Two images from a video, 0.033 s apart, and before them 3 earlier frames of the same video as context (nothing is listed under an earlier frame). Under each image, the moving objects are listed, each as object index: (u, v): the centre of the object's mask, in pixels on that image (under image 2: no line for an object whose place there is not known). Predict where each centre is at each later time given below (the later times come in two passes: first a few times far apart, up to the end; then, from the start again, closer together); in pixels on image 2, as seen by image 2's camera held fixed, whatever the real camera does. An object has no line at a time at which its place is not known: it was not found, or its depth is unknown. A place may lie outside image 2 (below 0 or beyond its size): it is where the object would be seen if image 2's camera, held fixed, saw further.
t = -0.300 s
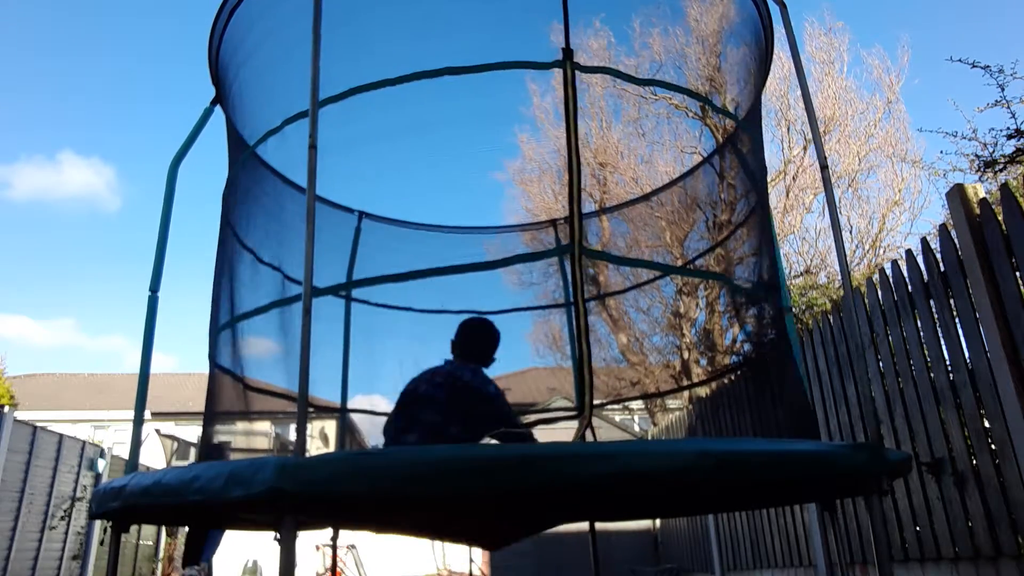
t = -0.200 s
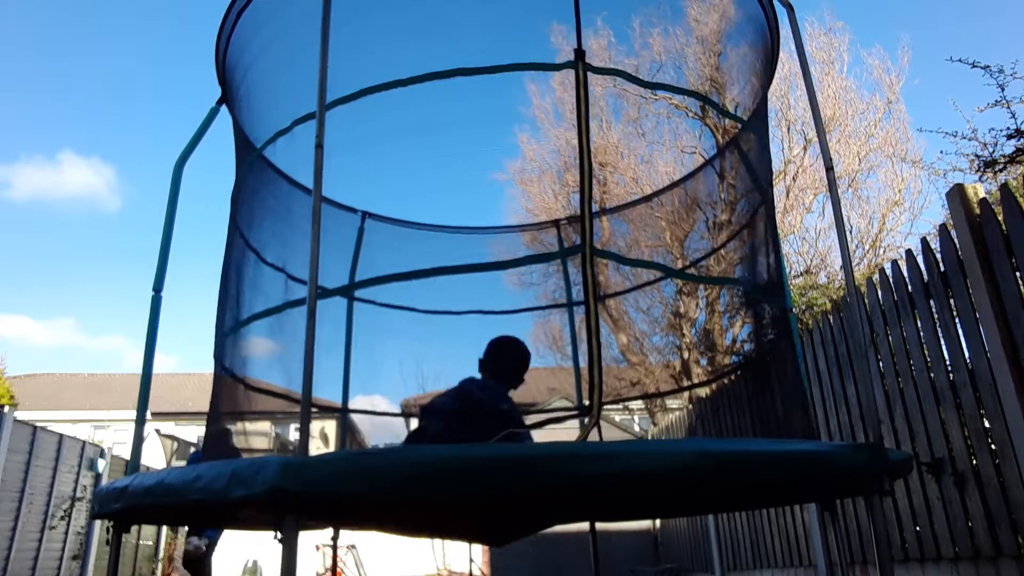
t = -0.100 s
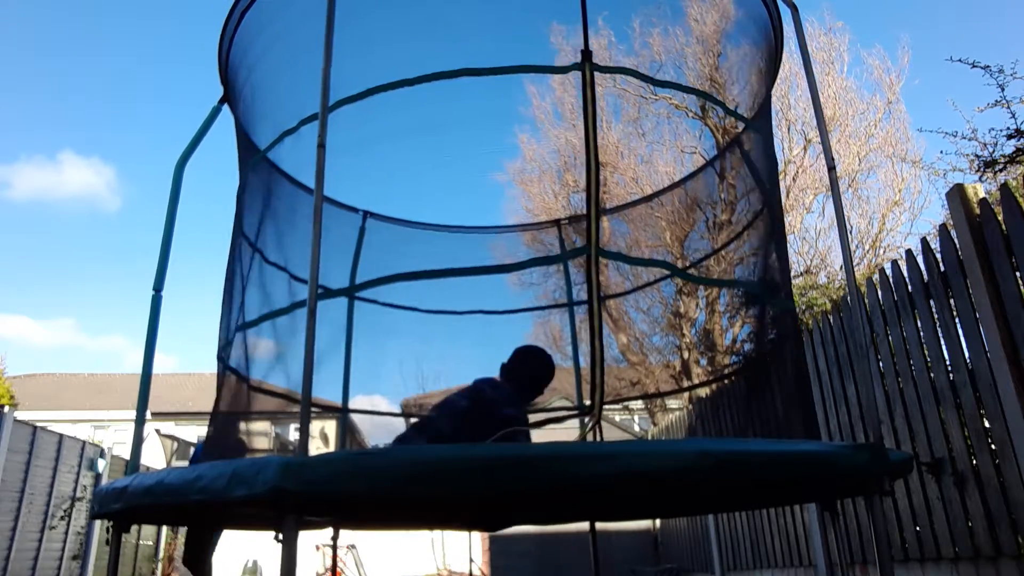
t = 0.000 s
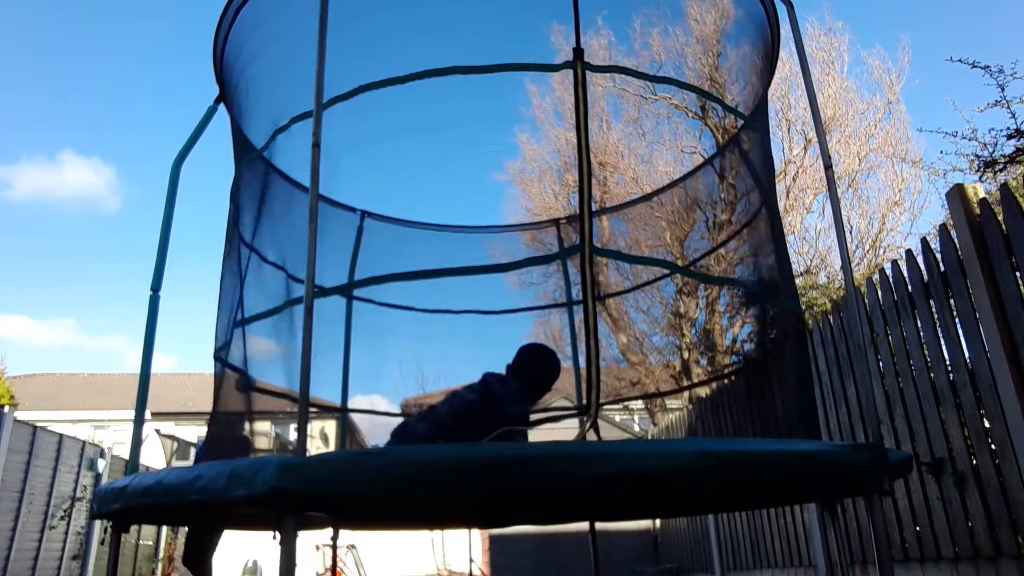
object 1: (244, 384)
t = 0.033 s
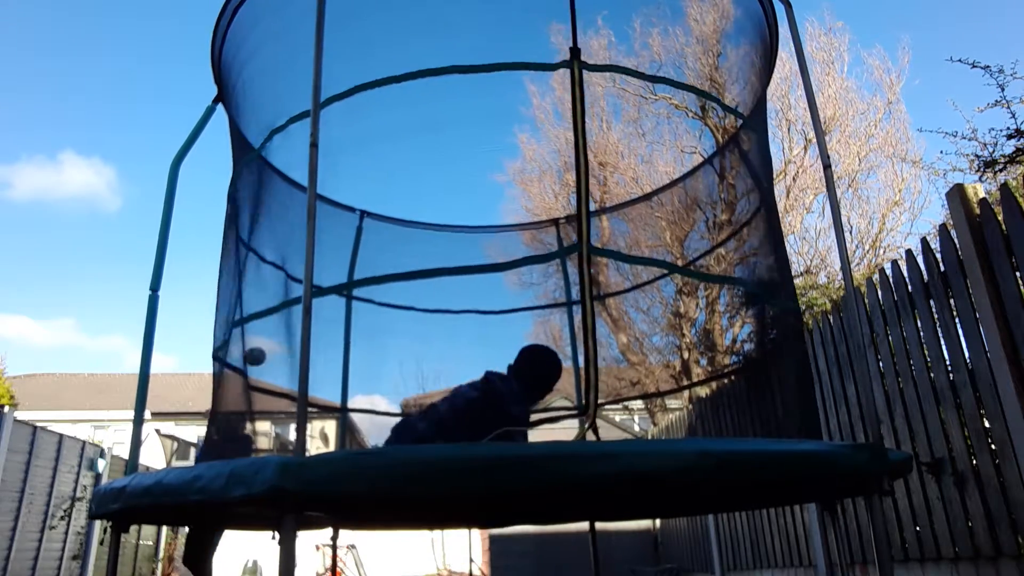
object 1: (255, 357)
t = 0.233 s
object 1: (322, 215)
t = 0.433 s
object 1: (388, 108)
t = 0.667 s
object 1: (492, 26)
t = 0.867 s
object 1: (621, 12)
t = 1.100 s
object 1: (729, 133)
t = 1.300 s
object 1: (702, 398)
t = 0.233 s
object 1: (322, 215)
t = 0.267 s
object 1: (330, 194)
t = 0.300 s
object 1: (341, 175)
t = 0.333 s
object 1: (352, 157)
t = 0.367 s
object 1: (364, 140)
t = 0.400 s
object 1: (376, 123)
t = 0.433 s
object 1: (388, 108)
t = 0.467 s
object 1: (402, 94)
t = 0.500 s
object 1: (415, 80)
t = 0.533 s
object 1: (428, 64)
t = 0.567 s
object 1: (444, 55)
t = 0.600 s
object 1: (459, 44)
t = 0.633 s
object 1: (475, 35)
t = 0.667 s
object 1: (492, 26)
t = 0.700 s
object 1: (509, 19)
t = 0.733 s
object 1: (528, 14)
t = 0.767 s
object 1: (549, 12)
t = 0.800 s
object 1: (571, 11)
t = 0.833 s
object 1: (595, 11)
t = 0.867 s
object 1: (621, 12)
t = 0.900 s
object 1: (650, 15)
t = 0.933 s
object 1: (681, 20)
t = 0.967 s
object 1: (715, 30)
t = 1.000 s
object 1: (735, 48)
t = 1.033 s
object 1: (737, 72)
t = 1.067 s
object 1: (735, 99)
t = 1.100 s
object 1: (729, 133)
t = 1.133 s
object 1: (726, 166)
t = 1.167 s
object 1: (720, 205)
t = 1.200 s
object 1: (715, 246)
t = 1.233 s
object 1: (711, 296)
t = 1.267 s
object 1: (707, 343)
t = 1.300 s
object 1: (702, 398)
